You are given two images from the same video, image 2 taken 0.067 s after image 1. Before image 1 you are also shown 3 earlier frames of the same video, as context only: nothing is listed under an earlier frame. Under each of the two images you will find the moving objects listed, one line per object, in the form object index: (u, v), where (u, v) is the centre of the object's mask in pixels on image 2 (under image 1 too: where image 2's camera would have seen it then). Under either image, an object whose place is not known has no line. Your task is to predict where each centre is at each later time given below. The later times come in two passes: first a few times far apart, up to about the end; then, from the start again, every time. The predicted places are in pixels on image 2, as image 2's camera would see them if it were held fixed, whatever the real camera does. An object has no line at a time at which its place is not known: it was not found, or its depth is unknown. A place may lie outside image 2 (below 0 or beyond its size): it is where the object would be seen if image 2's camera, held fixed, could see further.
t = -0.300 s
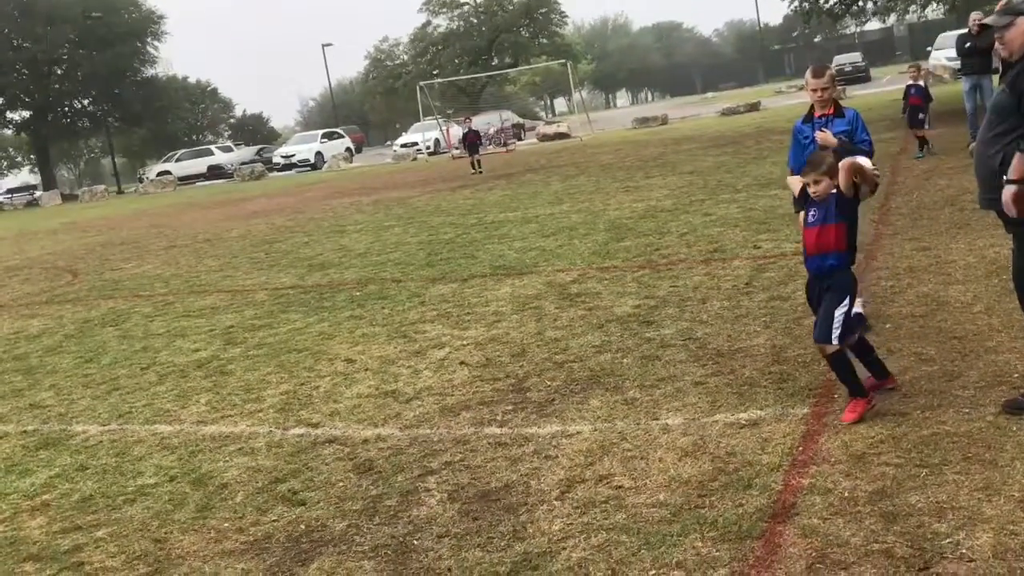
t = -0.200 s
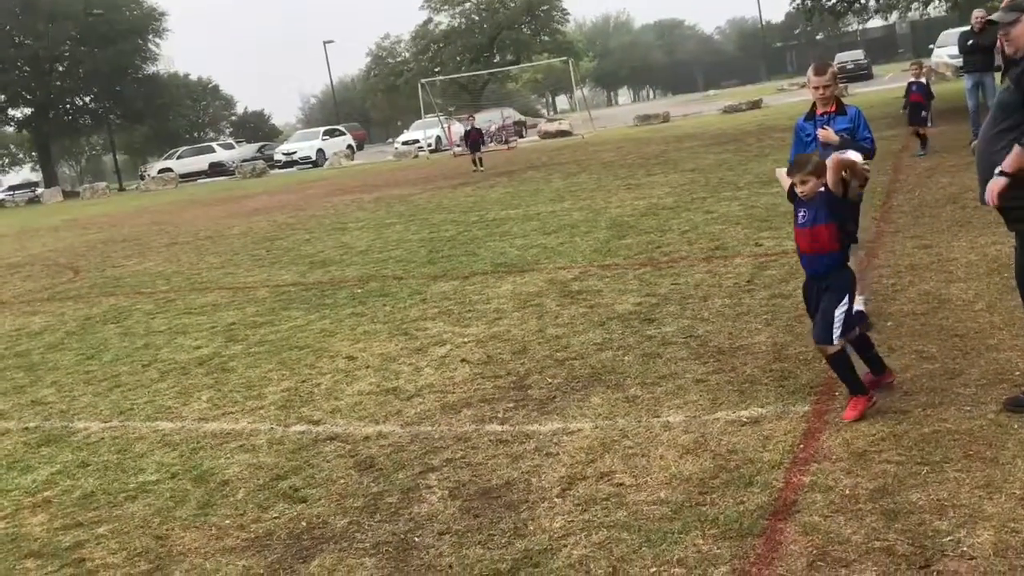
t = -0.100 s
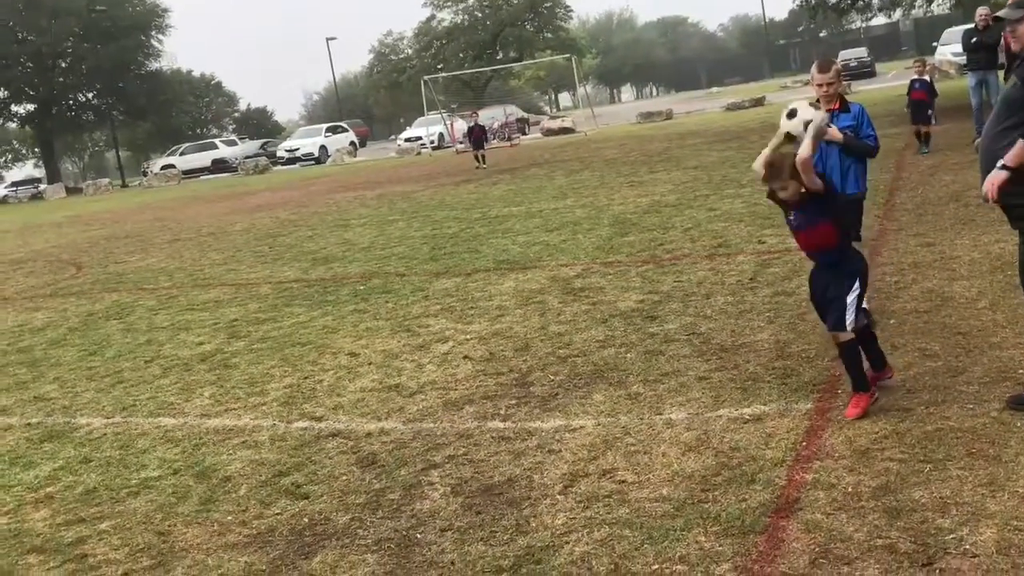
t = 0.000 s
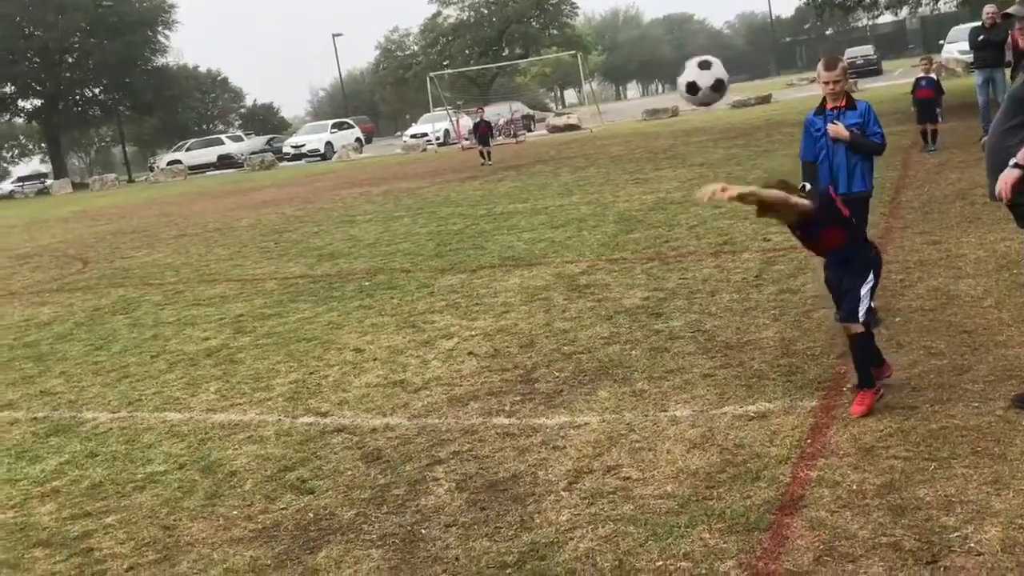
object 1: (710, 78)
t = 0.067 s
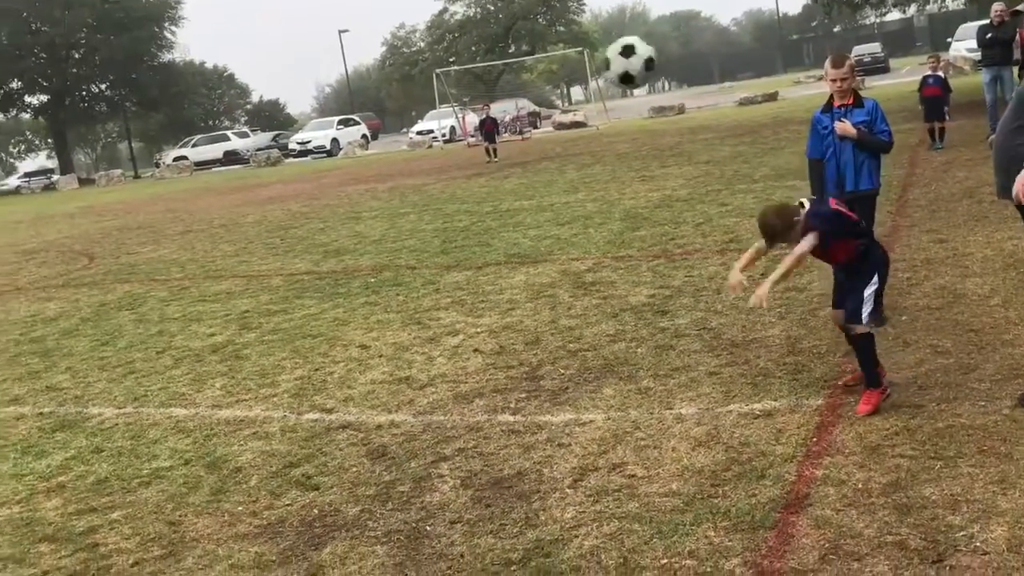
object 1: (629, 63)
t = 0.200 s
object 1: (458, 64)
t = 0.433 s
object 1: (100, 199)
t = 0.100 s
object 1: (587, 58)
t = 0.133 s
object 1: (545, 57)
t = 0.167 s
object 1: (502, 58)
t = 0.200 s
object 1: (458, 64)
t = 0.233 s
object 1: (411, 71)
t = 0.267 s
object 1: (364, 85)
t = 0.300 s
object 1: (315, 100)
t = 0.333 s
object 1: (263, 118)
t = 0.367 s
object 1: (210, 139)
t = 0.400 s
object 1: (157, 167)
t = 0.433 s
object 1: (100, 199)
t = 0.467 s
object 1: (40, 237)
